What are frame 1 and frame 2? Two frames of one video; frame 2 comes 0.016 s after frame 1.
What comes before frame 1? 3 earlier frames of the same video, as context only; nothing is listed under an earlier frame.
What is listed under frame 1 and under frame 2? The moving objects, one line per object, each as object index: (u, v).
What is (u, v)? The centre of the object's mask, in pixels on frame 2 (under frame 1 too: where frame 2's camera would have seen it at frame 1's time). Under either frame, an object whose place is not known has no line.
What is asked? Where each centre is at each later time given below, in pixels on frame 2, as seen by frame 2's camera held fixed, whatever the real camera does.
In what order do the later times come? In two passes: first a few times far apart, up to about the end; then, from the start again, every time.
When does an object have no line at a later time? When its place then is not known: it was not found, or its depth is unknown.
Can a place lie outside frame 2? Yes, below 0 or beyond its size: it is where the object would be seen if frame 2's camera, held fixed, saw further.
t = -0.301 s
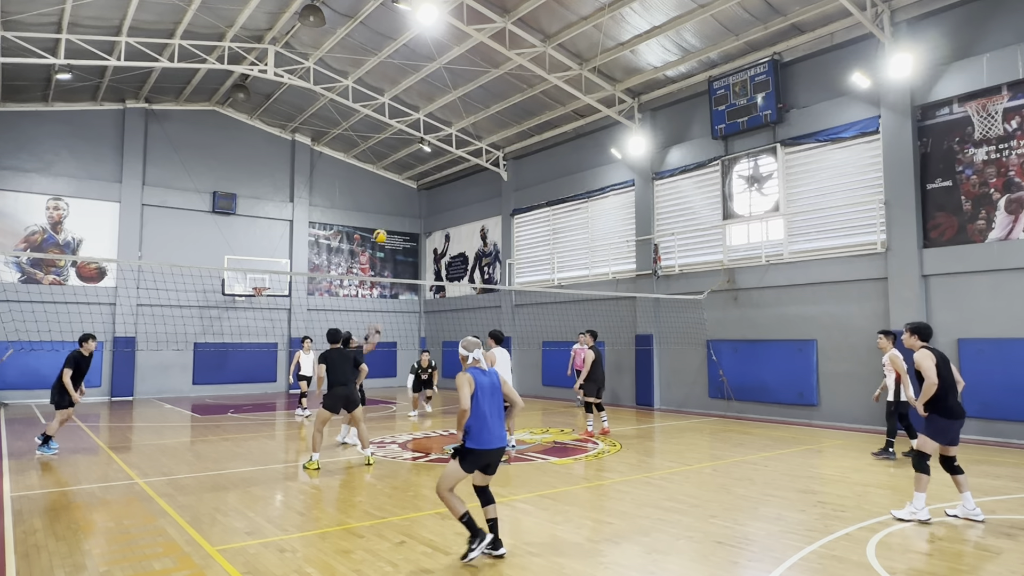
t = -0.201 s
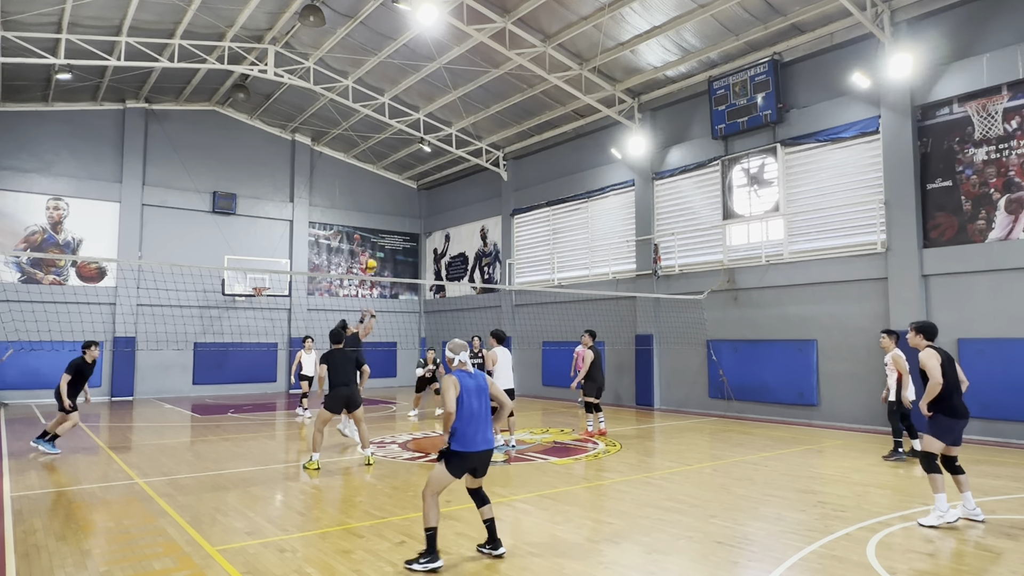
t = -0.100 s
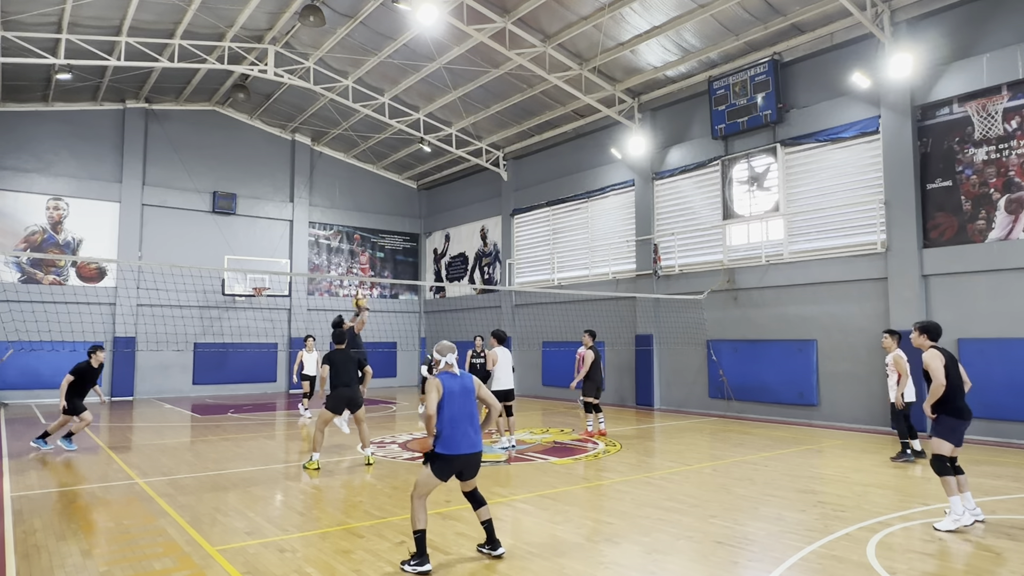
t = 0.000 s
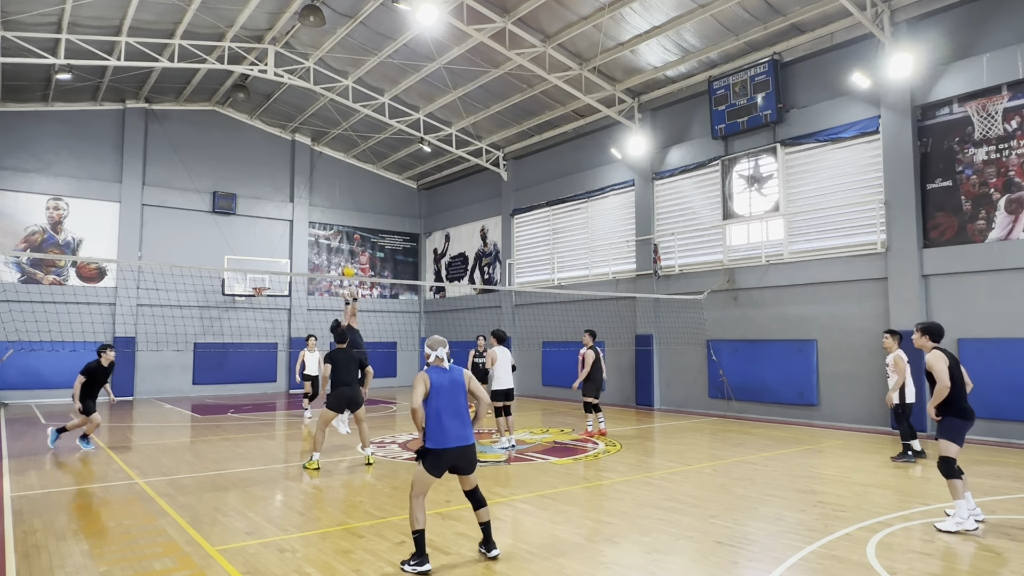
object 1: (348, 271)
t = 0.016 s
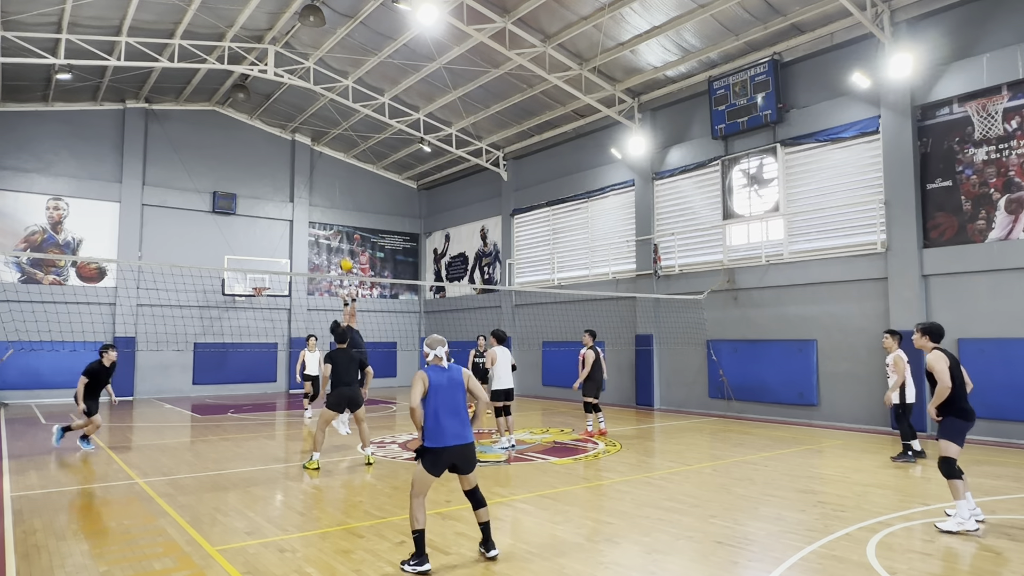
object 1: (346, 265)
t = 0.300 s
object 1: (312, 171)
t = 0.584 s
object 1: (277, 129)
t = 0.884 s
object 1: (236, 143)
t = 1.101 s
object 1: (205, 190)
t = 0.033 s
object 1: (344, 258)
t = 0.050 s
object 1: (341, 251)
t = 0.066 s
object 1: (339, 245)
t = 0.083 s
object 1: (338, 238)
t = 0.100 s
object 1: (336, 232)
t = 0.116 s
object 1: (334, 226)
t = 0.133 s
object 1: (332, 219)
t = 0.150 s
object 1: (331, 214)
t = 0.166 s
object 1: (328, 208)
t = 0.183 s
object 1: (327, 203)
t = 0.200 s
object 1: (324, 197)
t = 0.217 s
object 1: (322, 193)
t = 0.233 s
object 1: (320, 188)
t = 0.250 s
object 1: (318, 183)
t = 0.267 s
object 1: (316, 179)
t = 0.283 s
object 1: (314, 175)
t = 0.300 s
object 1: (312, 171)
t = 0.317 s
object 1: (310, 167)
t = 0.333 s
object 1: (309, 163)
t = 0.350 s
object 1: (307, 160)
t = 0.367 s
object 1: (304, 156)
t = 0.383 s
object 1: (302, 153)
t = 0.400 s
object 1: (300, 151)
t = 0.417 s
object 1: (298, 147)
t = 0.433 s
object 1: (296, 145)
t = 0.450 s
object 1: (294, 143)
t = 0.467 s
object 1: (292, 140)
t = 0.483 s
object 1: (290, 138)
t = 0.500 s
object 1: (287, 136)
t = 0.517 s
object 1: (286, 135)
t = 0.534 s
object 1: (284, 133)
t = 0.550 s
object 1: (282, 132)
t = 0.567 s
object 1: (280, 130)
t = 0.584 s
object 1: (277, 129)
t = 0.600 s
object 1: (275, 128)
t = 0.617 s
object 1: (273, 128)
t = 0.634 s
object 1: (271, 127)
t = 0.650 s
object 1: (269, 127)
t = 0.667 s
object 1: (266, 127)
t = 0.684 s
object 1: (264, 127)
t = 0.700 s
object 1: (262, 127)
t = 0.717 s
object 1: (260, 128)
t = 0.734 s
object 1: (257, 128)
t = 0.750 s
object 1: (255, 129)
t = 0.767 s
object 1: (253, 130)
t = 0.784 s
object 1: (250, 131)
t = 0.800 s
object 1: (248, 133)
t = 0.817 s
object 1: (246, 134)
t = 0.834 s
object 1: (243, 136)
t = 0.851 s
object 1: (241, 138)
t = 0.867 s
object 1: (239, 140)
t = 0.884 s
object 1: (236, 143)
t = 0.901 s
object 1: (234, 145)
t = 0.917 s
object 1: (232, 148)
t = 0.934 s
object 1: (229, 151)
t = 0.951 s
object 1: (227, 154)
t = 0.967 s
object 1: (224, 157)
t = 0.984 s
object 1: (222, 160)
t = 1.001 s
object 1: (219, 164)
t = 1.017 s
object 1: (217, 168)
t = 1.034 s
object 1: (215, 172)
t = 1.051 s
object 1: (213, 176)
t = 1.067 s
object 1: (210, 181)
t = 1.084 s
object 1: (208, 186)
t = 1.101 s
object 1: (205, 190)
